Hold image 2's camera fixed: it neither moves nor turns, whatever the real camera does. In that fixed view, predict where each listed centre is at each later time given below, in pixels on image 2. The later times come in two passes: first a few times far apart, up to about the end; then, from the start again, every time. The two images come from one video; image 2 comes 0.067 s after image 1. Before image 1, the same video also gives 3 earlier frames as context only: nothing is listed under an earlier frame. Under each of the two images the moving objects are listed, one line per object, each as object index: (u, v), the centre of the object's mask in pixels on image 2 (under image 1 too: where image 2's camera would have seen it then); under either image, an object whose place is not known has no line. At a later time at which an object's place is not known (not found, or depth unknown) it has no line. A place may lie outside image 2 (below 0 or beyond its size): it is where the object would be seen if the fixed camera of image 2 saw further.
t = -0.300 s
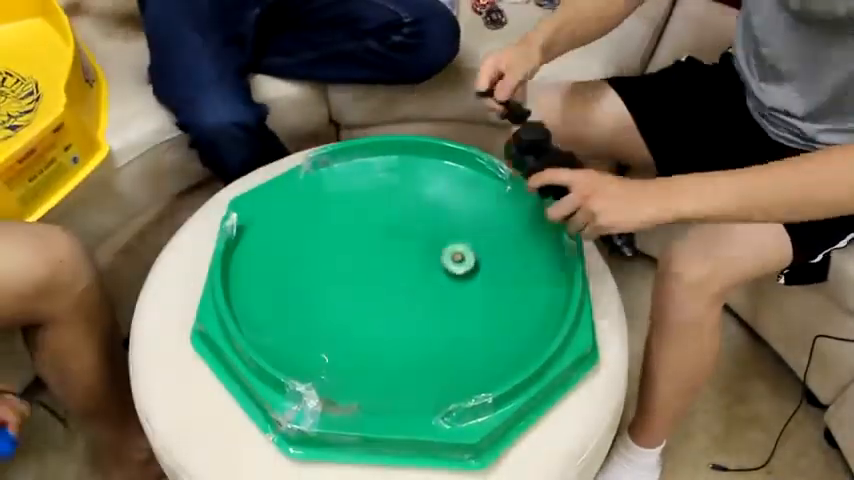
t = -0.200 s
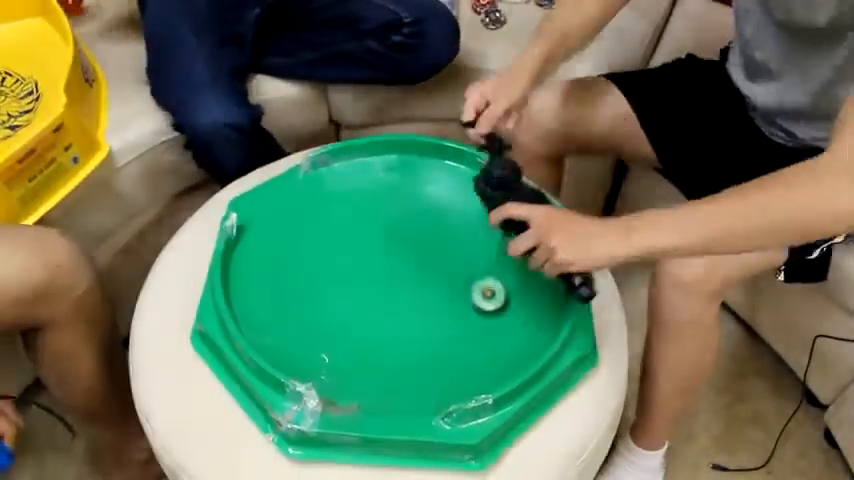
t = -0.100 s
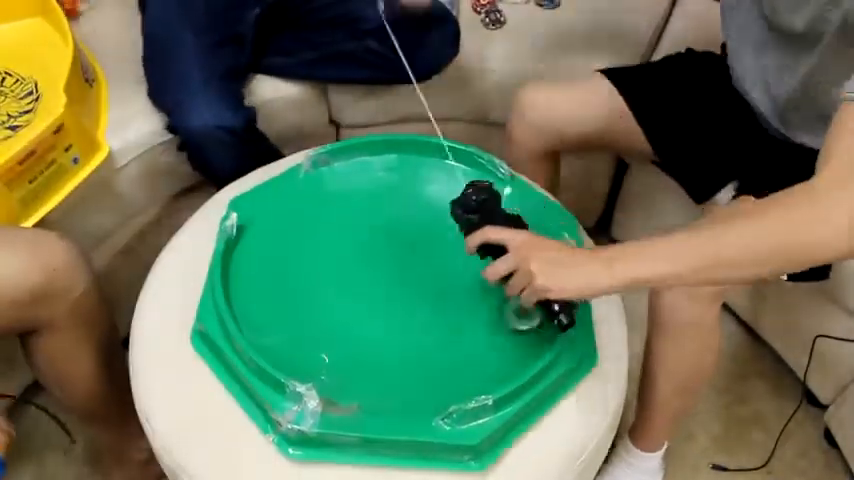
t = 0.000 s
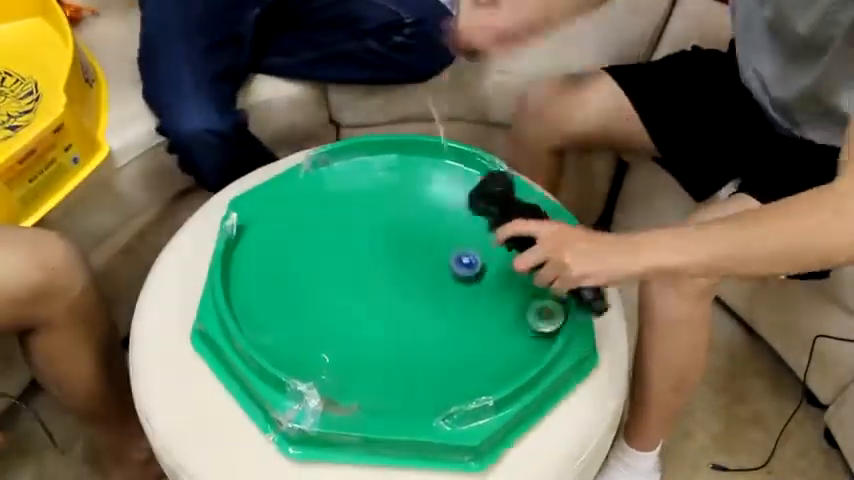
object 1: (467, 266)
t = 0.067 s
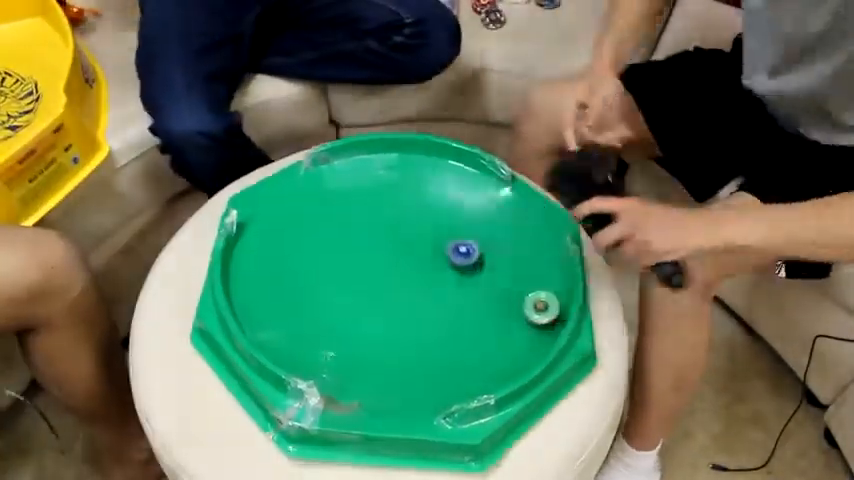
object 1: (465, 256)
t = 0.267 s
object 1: (460, 250)
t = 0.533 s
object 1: (364, 192)
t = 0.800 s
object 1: (268, 293)
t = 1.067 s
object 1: (470, 355)
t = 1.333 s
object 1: (497, 191)
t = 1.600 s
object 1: (314, 194)
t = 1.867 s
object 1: (308, 359)
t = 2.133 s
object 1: (528, 354)
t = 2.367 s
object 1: (521, 208)
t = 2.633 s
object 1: (337, 174)
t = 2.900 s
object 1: (287, 301)
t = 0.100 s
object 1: (462, 255)
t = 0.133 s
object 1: (460, 253)
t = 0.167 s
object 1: (459, 251)
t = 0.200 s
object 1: (459, 251)
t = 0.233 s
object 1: (459, 250)
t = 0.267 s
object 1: (460, 250)
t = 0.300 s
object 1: (461, 251)
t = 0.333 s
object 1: (460, 250)
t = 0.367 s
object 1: (446, 235)
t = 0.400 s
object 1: (431, 220)
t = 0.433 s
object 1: (419, 209)
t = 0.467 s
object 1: (403, 199)
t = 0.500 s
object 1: (385, 193)
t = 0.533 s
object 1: (364, 192)
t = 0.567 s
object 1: (342, 195)
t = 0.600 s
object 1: (319, 200)
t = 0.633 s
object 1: (299, 209)
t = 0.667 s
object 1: (280, 223)
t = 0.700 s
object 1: (266, 237)
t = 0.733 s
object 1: (260, 253)
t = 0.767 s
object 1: (260, 272)
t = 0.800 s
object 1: (268, 293)
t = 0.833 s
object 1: (278, 316)
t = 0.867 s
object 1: (295, 337)
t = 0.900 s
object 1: (319, 355)
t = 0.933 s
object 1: (346, 369)
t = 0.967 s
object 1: (377, 377)
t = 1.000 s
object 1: (409, 376)
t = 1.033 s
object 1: (441, 368)
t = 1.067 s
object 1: (470, 355)
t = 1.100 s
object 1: (494, 337)
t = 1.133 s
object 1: (510, 314)
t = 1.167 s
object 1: (520, 290)
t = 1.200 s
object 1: (526, 268)
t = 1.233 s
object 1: (528, 246)
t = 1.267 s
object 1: (522, 226)
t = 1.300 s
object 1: (512, 207)
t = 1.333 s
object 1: (497, 191)
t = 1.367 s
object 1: (479, 175)
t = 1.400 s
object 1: (454, 167)
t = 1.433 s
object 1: (429, 164)
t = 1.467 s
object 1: (403, 162)
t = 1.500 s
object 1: (379, 164)
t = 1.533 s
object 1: (354, 171)
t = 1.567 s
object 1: (334, 180)
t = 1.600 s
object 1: (314, 194)
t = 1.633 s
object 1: (296, 209)
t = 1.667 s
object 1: (282, 226)
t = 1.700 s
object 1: (272, 246)
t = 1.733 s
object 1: (270, 267)
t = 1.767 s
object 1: (271, 289)
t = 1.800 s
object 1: (278, 314)
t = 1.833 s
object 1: (289, 337)
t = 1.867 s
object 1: (308, 359)
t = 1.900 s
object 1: (331, 378)
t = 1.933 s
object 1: (358, 394)
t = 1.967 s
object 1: (387, 402)
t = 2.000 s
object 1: (419, 401)
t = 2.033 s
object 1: (448, 395)
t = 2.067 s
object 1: (477, 385)
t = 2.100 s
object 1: (504, 371)
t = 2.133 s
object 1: (528, 354)
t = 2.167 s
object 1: (544, 332)
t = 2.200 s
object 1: (553, 310)
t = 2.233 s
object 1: (557, 287)
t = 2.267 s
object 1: (557, 265)
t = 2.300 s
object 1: (549, 245)
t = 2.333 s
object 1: (537, 226)
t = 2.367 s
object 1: (521, 208)
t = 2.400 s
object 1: (503, 194)
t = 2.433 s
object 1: (482, 183)
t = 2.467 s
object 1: (459, 173)
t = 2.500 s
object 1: (435, 167)
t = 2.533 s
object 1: (411, 163)
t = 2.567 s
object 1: (386, 163)
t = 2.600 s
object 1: (361, 166)
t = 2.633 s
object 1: (337, 174)
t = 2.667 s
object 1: (317, 185)
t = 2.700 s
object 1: (295, 197)
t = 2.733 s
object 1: (277, 211)
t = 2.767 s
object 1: (266, 227)
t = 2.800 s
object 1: (265, 240)
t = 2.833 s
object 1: (269, 261)
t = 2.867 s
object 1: (276, 281)
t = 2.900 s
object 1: (287, 301)
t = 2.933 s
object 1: (300, 322)
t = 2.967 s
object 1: (320, 339)
